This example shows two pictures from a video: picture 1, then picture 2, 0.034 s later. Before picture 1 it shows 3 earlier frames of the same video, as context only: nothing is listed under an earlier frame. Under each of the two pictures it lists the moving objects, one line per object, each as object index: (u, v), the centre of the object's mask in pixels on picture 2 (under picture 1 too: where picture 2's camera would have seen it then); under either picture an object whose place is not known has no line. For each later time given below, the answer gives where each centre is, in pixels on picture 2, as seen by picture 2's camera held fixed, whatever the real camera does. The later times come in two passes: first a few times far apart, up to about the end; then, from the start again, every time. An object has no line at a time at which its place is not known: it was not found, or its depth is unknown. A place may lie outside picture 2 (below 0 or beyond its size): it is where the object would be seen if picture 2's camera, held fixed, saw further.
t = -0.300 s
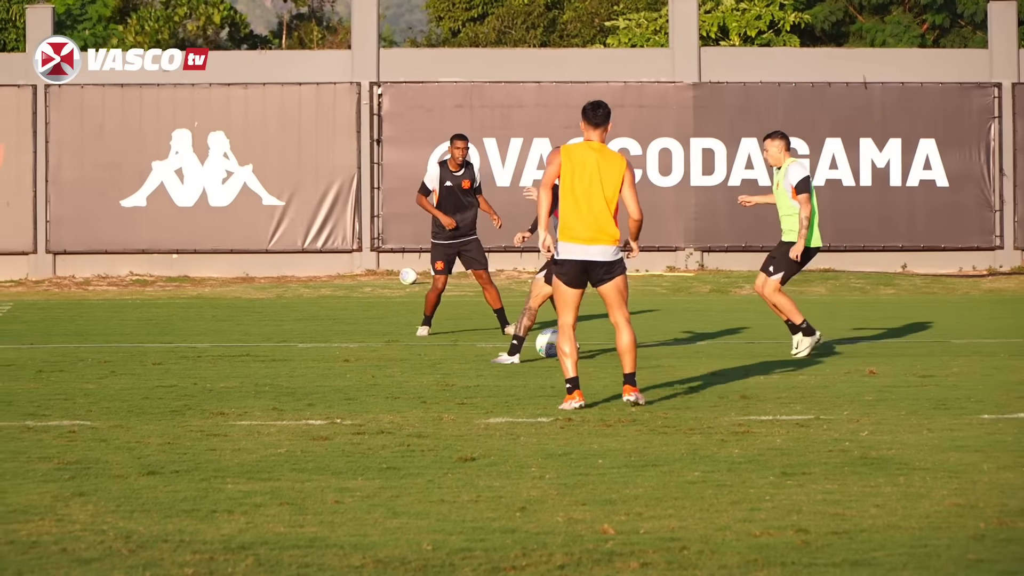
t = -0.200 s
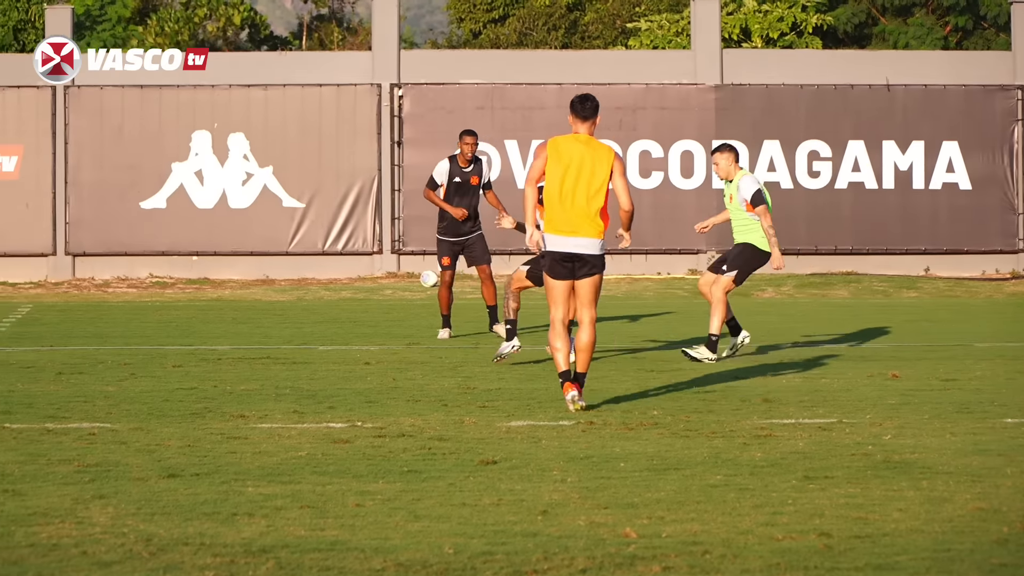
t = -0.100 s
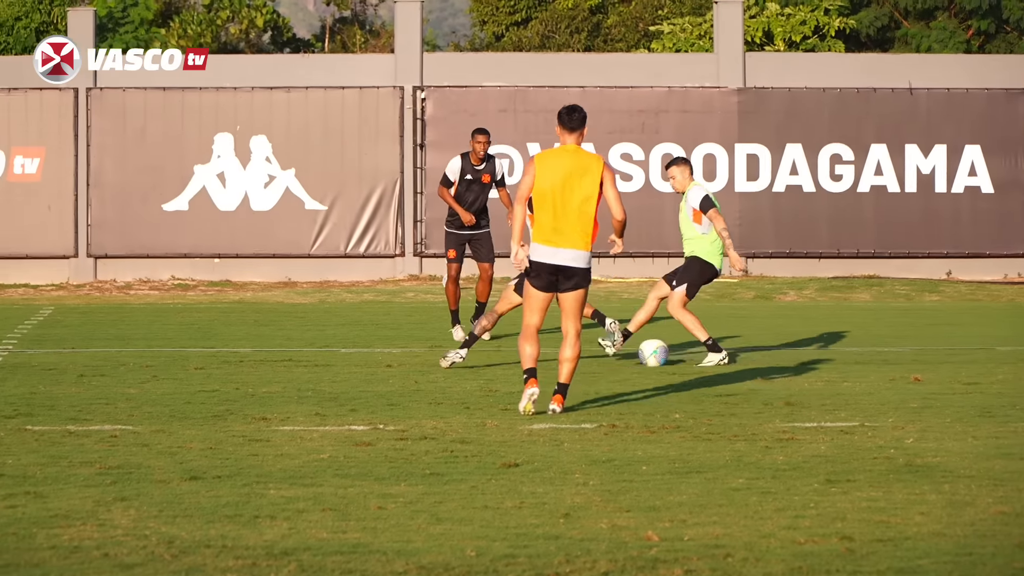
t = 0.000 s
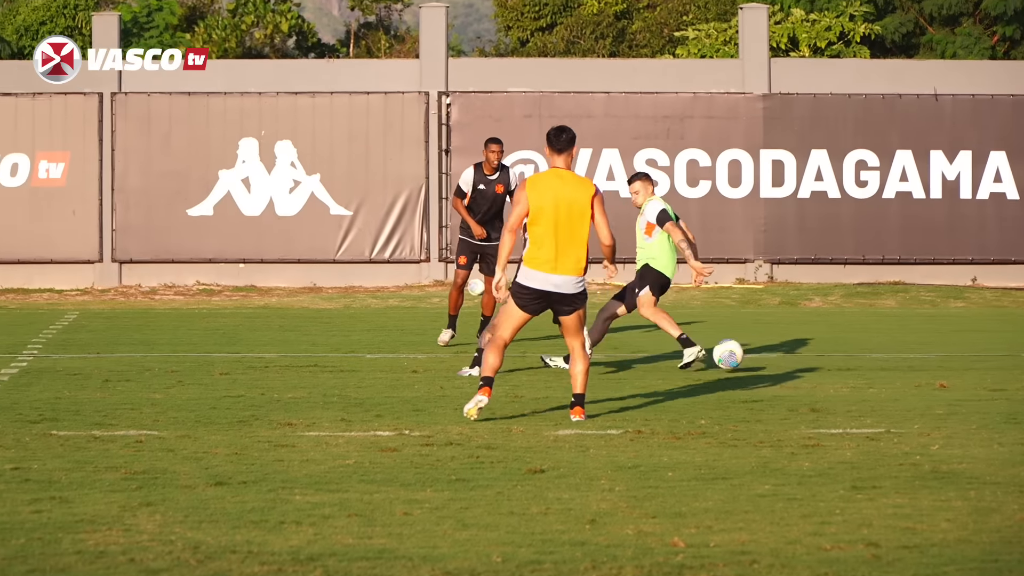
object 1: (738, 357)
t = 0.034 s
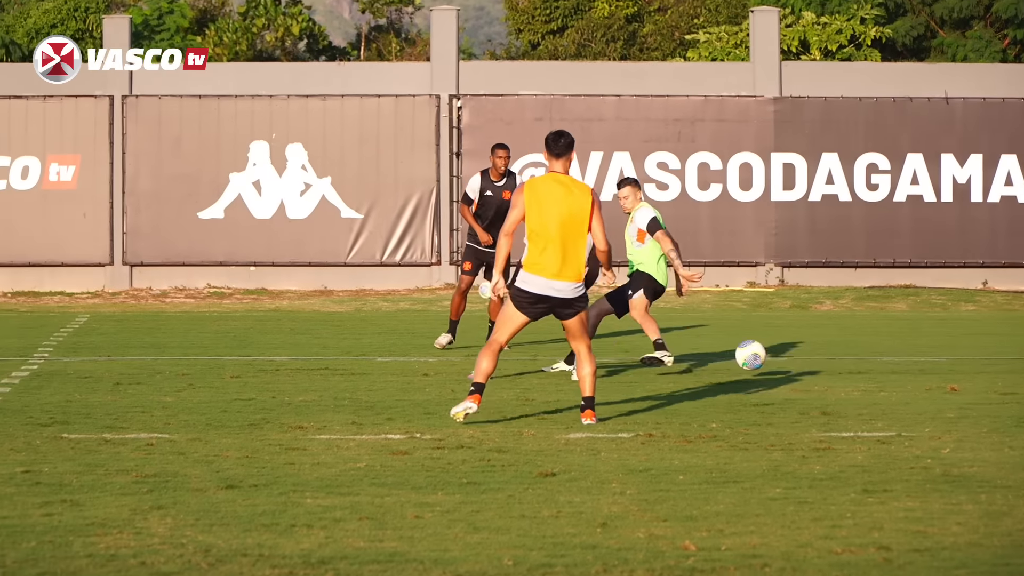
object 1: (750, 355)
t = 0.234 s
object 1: (820, 370)
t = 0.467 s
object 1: (885, 377)
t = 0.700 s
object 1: (934, 378)
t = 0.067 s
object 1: (762, 354)
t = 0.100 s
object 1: (774, 354)
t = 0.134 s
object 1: (785, 356)
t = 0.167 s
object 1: (797, 359)
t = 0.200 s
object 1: (808, 365)
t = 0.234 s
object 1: (820, 370)
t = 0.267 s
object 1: (829, 368)
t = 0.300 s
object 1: (838, 365)
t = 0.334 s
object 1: (847, 364)
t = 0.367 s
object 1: (856, 365)
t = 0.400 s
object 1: (866, 367)
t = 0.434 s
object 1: (876, 371)
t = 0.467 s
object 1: (885, 377)
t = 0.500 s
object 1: (895, 381)
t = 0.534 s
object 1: (902, 379)
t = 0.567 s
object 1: (909, 376)
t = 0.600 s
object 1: (916, 374)
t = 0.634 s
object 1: (922, 374)
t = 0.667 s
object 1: (928, 375)
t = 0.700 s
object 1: (934, 378)
